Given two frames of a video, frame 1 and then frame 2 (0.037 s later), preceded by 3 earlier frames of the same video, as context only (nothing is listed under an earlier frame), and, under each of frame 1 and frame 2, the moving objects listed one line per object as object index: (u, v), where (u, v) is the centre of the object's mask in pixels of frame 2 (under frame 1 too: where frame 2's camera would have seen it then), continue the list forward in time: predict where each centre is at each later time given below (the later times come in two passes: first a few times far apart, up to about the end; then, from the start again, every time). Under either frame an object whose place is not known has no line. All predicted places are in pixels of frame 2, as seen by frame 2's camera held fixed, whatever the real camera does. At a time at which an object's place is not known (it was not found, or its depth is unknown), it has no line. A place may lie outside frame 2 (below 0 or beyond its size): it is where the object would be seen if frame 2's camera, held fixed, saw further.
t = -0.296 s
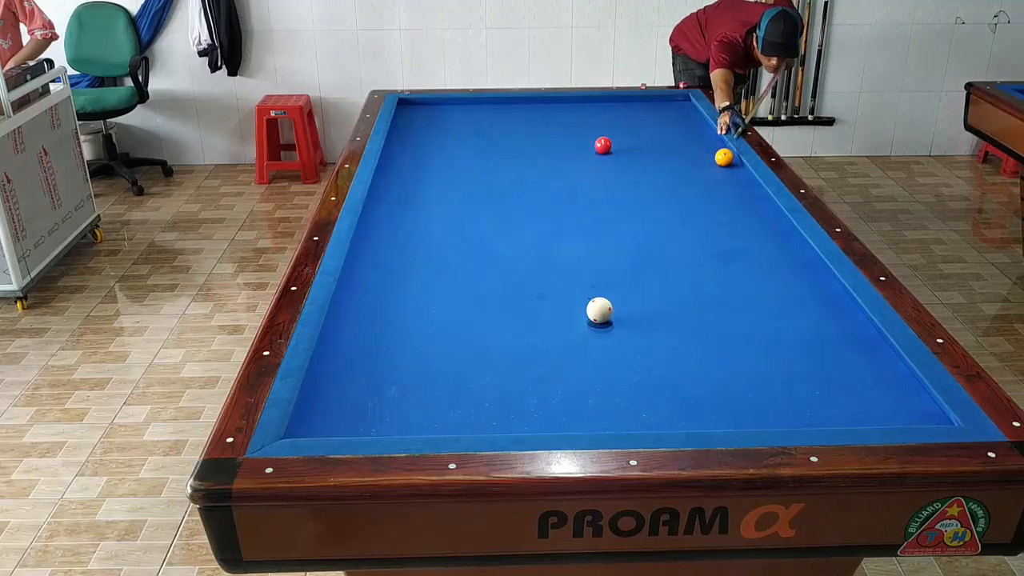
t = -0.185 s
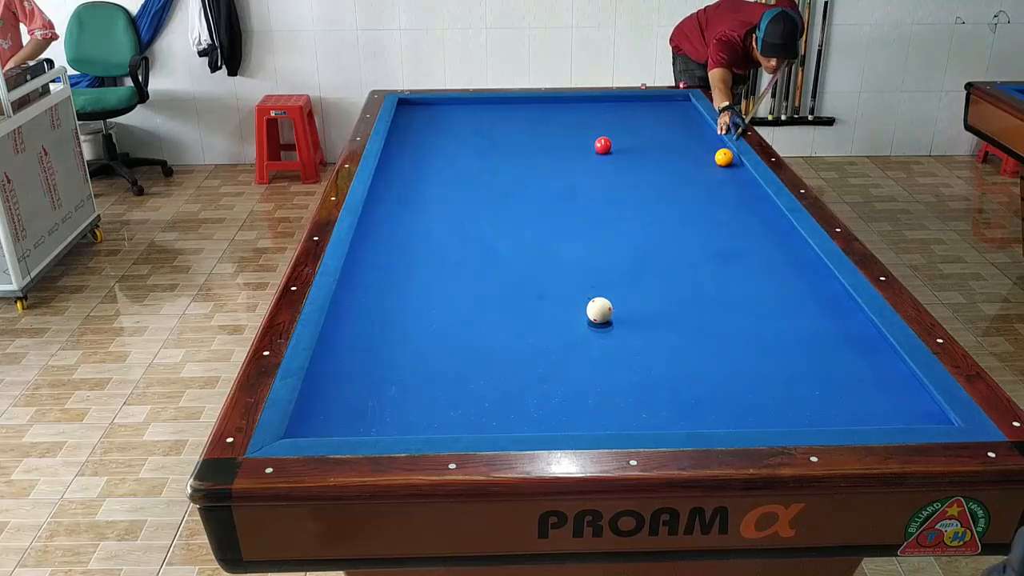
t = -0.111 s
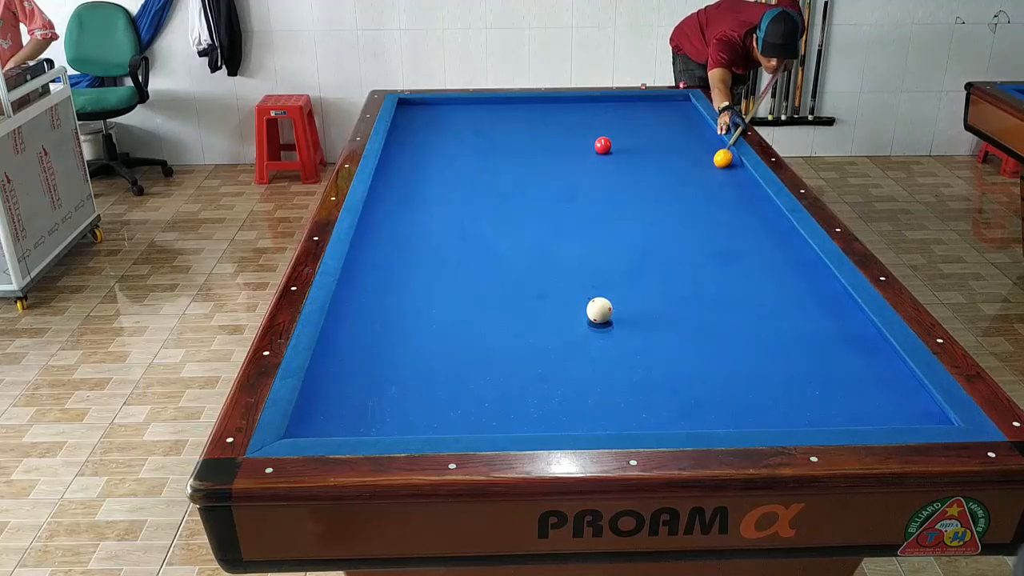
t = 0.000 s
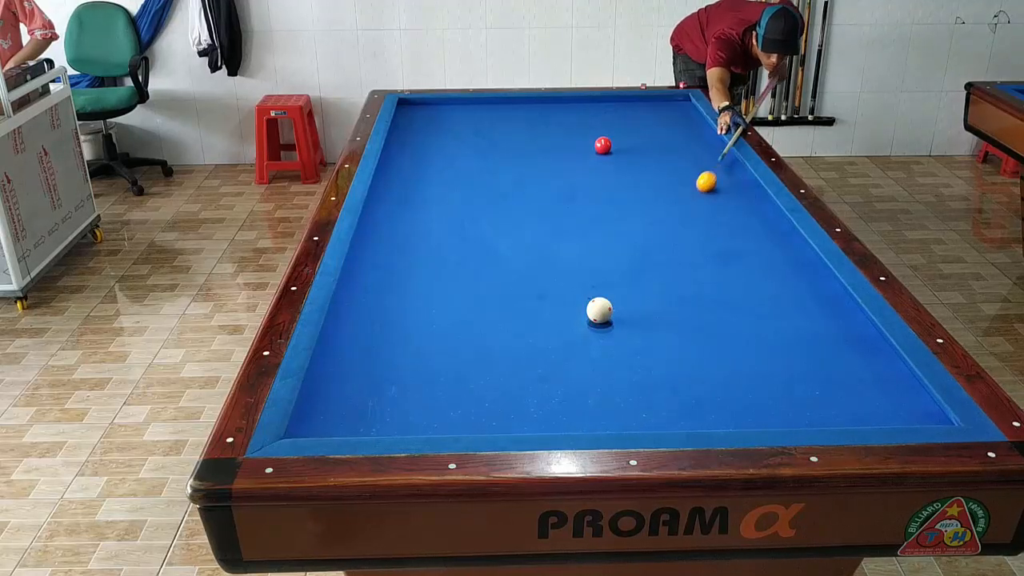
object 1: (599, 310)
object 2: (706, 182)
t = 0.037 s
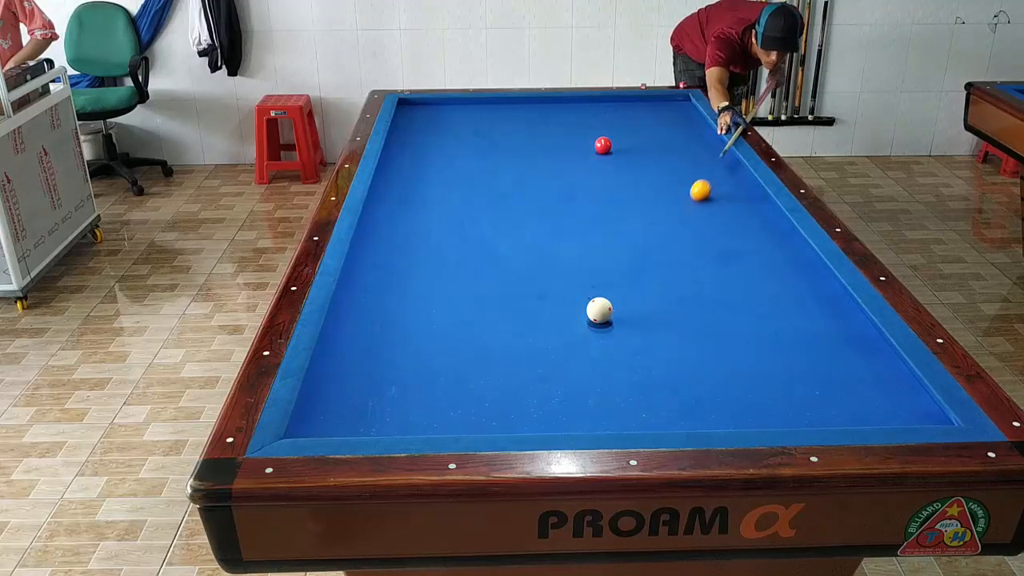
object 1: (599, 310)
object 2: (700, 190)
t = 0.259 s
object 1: (599, 310)
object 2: (657, 252)
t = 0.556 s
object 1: (509, 337)
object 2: (664, 345)
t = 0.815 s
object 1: (377, 377)
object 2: (717, 411)
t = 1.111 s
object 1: (366, 416)
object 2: (714, 344)
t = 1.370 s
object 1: (441, 420)
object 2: (714, 301)
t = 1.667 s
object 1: (519, 399)
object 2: (714, 261)
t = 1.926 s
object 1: (582, 382)
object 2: (715, 232)
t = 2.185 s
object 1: (640, 366)
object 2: (715, 207)
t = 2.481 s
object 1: (700, 349)
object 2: (714, 183)
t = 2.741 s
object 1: (748, 336)
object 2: (715, 164)
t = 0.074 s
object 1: (599, 310)
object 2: (694, 199)
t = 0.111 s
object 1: (599, 310)
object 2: (687, 209)
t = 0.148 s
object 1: (599, 310)
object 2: (680, 219)
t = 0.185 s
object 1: (599, 310)
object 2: (673, 229)
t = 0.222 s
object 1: (599, 310)
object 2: (665, 240)
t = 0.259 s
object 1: (599, 310)
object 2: (657, 252)
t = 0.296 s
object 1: (599, 310)
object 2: (648, 265)
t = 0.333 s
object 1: (599, 310)
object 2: (639, 278)
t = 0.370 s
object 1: (599, 310)
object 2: (629, 292)
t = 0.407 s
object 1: (594, 311)
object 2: (623, 304)
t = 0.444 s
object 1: (572, 318)
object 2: (634, 314)
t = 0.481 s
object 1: (550, 324)
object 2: (644, 324)
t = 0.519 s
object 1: (530, 331)
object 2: (655, 334)
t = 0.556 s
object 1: (509, 337)
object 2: (664, 345)
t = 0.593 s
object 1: (489, 343)
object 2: (673, 357)
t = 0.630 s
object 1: (470, 349)
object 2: (682, 370)
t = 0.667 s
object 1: (451, 354)
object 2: (691, 384)
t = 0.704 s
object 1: (433, 360)
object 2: (700, 398)
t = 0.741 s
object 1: (415, 365)
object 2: (710, 413)
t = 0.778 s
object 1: (396, 371)
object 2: (718, 419)
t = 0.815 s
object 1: (377, 377)
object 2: (717, 411)
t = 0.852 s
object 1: (358, 383)
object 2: (716, 400)
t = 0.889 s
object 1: (338, 389)
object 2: (715, 390)
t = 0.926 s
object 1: (317, 394)
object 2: (714, 380)
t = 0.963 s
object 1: (321, 399)
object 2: (714, 372)
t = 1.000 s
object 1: (334, 403)
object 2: (714, 365)
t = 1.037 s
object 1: (346, 407)
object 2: (714, 358)
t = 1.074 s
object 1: (357, 411)
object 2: (714, 351)
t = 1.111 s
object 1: (366, 416)
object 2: (714, 344)
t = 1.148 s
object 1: (377, 420)
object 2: (714, 337)
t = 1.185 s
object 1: (387, 423)
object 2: (714, 331)
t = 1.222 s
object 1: (398, 425)
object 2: (714, 325)
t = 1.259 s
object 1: (409, 425)
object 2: (714, 319)
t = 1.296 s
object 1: (419, 424)
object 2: (714, 313)
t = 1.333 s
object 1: (430, 422)
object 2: (714, 307)
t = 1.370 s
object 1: (441, 420)
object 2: (714, 301)
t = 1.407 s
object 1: (451, 418)
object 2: (714, 296)
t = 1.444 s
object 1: (461, 415)
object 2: (714, 291)
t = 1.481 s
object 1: (471, 412)
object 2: (714, 285)
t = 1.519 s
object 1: (481, 410)
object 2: (714, 280)
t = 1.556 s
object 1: (491, 407)
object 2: (714, 275)
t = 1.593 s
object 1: (500, 404)
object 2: (714, 270)
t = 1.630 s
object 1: (510, 402)
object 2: (714, 266)
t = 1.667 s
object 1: (519, 399)
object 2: (714, 261)
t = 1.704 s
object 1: (529, 397)
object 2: (714, 257)
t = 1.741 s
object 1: (538, 394)
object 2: (714, 252)
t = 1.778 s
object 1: (547, 392)
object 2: (714, 248)
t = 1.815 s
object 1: (556, 389)
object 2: (715, 244)
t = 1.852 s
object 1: (565, 387)
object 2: (715, 240)
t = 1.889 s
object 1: (573, 384)
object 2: (715, 236)
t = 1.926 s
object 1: (582, 382)
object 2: (715, 232)
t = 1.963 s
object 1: (590, 380)
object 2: (715, 228)
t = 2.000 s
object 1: (599, 378)
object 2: (715, 225)
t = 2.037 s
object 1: (607, 375)
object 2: (715, 221)
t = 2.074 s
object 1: (616, 373)
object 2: (715, 218)
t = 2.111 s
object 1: (624, 371)
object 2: (715, 214)
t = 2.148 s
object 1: (632, 368)
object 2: (715, 210)
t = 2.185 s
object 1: (640, 366)
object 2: (715, 207)
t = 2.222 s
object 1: (648, 364)
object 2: (715, 204)
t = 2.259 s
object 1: (655, 362)
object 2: (715, 201)
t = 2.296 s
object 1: (663, 360)
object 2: (715, 198)
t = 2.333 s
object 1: (671, 358)
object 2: (714, 194)
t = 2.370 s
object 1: (678, 355)
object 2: (714, 192)
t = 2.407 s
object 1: (685, 354)
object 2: (714, 189)
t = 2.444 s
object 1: (692, 351)
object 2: (714, 186)
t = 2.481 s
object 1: (700, 349)
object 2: (714, 183)
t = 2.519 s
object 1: (707, 347)
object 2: (714, 180)
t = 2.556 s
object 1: (714, 345)
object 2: (715, 177)
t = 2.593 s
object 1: (721, 344)
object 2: (715, 174)
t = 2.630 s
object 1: (728, 342)
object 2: (715, 172)
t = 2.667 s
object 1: (735, 339)
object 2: (714, 169)
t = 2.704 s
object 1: (742, 338)
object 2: (715, 166)
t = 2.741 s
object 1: (748, 336)
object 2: (715, 164)
